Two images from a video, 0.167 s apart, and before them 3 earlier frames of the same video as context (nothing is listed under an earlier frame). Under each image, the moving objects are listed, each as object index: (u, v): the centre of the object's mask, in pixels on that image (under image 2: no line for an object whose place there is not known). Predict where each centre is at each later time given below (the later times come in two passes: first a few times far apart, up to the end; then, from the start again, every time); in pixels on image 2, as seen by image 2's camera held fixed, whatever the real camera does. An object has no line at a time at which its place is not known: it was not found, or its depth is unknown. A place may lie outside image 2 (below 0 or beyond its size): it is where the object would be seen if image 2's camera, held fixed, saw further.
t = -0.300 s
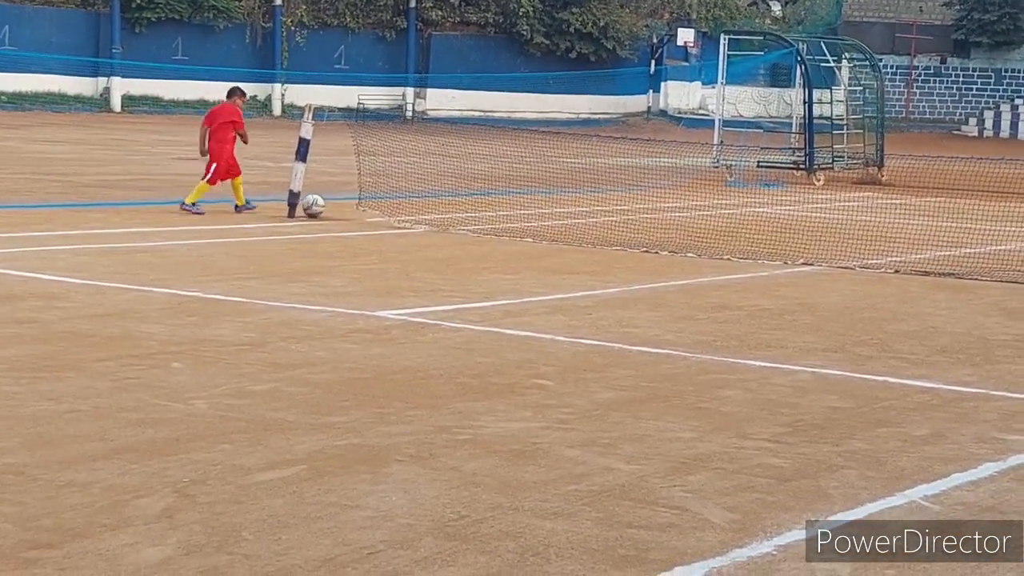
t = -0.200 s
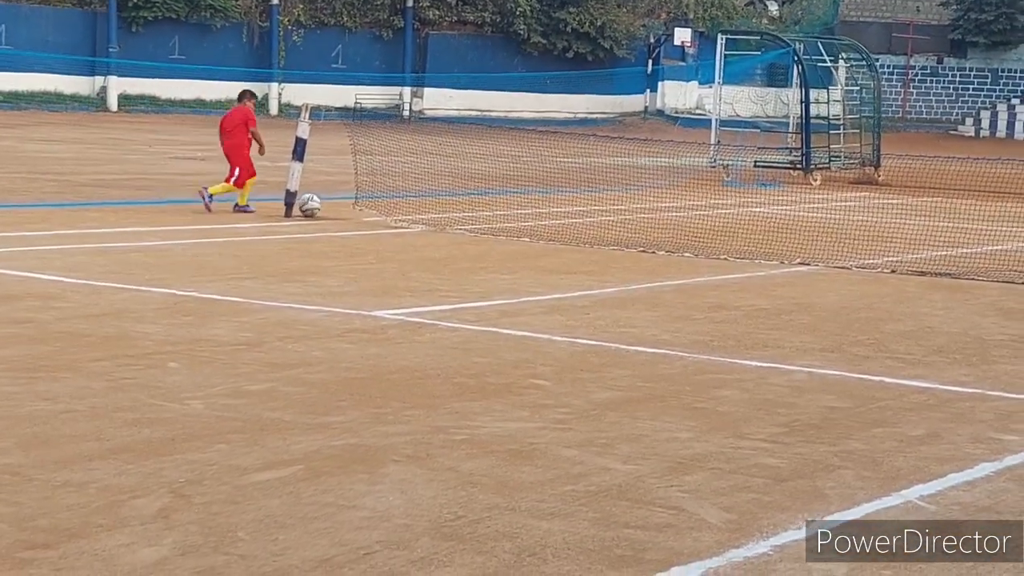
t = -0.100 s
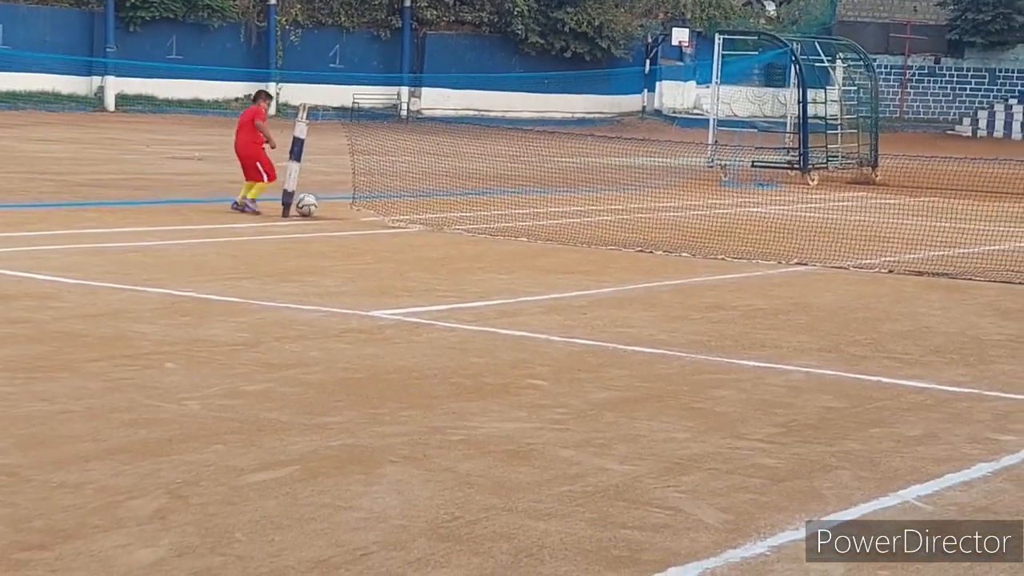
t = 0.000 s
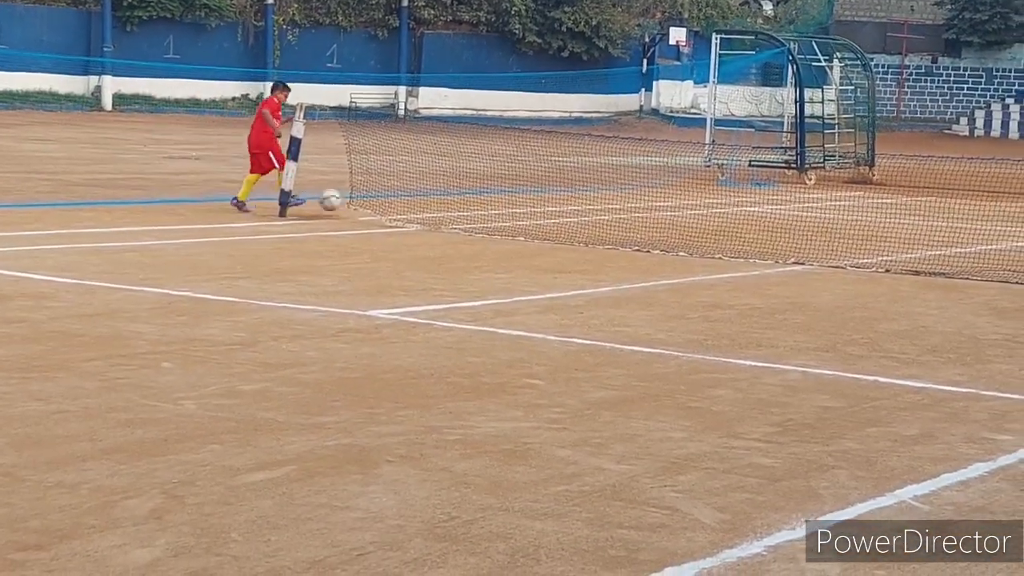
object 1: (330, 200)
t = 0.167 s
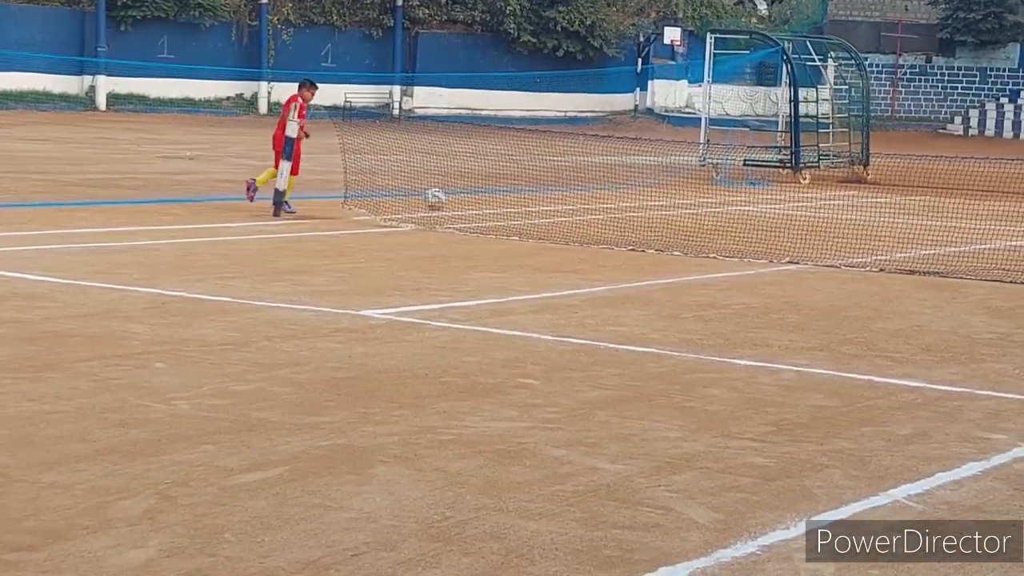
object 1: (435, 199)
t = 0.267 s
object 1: (495, 209)
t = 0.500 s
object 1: (606, 208)
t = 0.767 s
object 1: (704, 213)
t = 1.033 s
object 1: (780, 211)
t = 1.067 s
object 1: (788, 211)
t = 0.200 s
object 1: (455, 202)
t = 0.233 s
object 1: (477, 208)
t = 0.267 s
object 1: (495, 209)
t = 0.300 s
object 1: (511, 205)
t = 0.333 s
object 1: (527, 202)
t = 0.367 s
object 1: (543, 199)
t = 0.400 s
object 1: (560, 200)
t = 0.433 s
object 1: (576, 202)
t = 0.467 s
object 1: (593, 205)
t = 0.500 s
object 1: (606, 208)
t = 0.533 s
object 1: (622, 212)
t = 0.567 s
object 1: (634, 209)
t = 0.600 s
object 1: (646, 207)
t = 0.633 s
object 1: (658, 205)
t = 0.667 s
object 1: (670, 206)
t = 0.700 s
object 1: (681, 207)
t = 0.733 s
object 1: (692, 209)
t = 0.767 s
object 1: (704, 213)
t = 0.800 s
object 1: (714, 212)
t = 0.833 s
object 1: (724, 209)
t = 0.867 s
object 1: (732, 208)
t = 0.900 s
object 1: (742, 208)
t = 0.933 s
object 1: (752, 210)
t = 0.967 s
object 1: (761, 213)
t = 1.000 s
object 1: (769, 213)
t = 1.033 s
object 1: (780, 211)
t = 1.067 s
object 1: (788, 211)
